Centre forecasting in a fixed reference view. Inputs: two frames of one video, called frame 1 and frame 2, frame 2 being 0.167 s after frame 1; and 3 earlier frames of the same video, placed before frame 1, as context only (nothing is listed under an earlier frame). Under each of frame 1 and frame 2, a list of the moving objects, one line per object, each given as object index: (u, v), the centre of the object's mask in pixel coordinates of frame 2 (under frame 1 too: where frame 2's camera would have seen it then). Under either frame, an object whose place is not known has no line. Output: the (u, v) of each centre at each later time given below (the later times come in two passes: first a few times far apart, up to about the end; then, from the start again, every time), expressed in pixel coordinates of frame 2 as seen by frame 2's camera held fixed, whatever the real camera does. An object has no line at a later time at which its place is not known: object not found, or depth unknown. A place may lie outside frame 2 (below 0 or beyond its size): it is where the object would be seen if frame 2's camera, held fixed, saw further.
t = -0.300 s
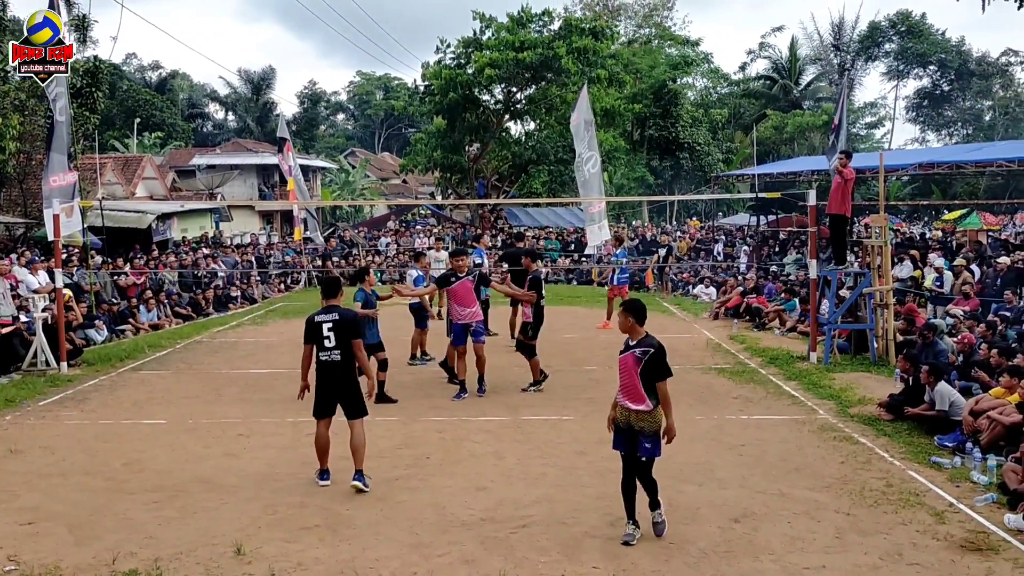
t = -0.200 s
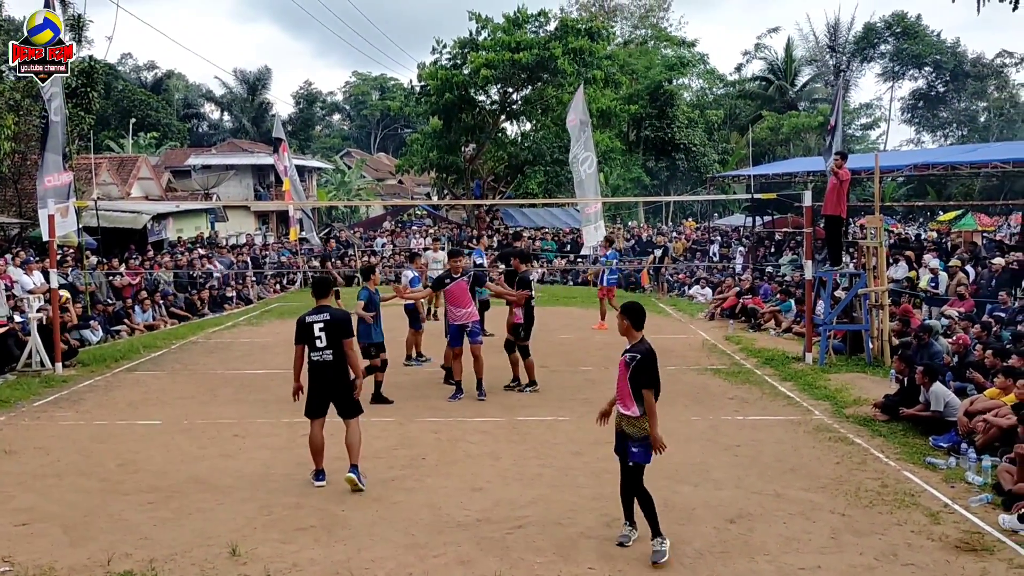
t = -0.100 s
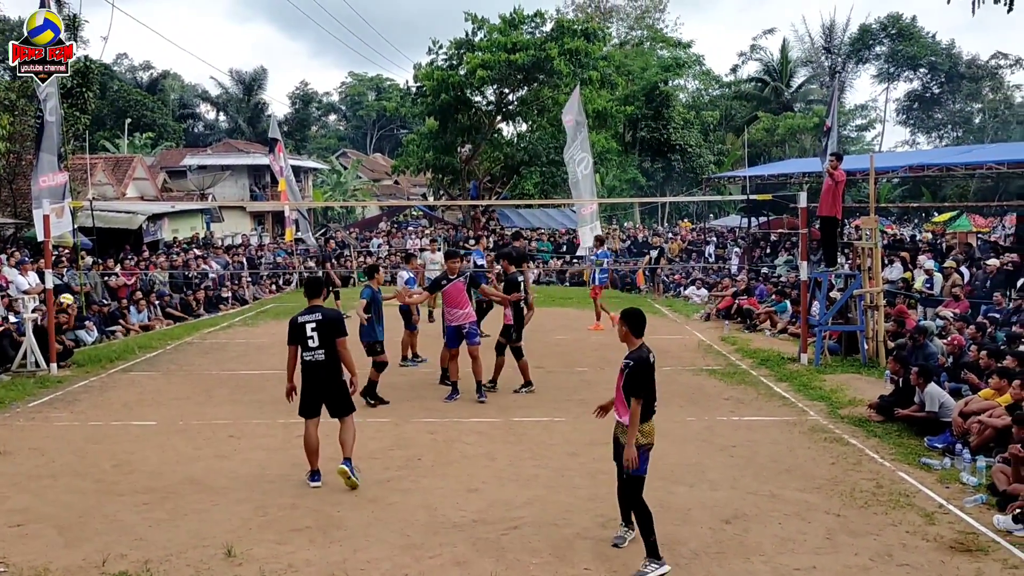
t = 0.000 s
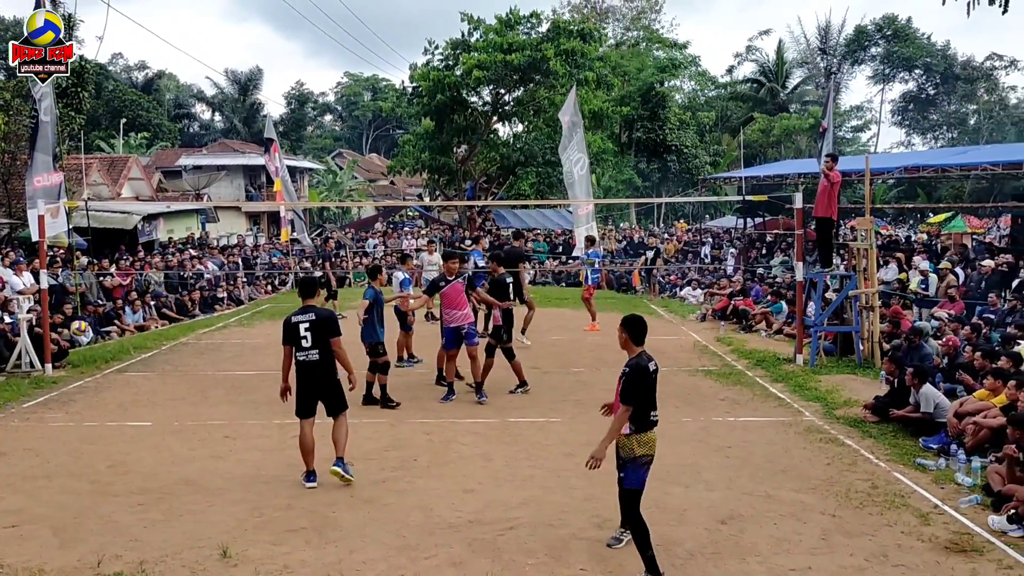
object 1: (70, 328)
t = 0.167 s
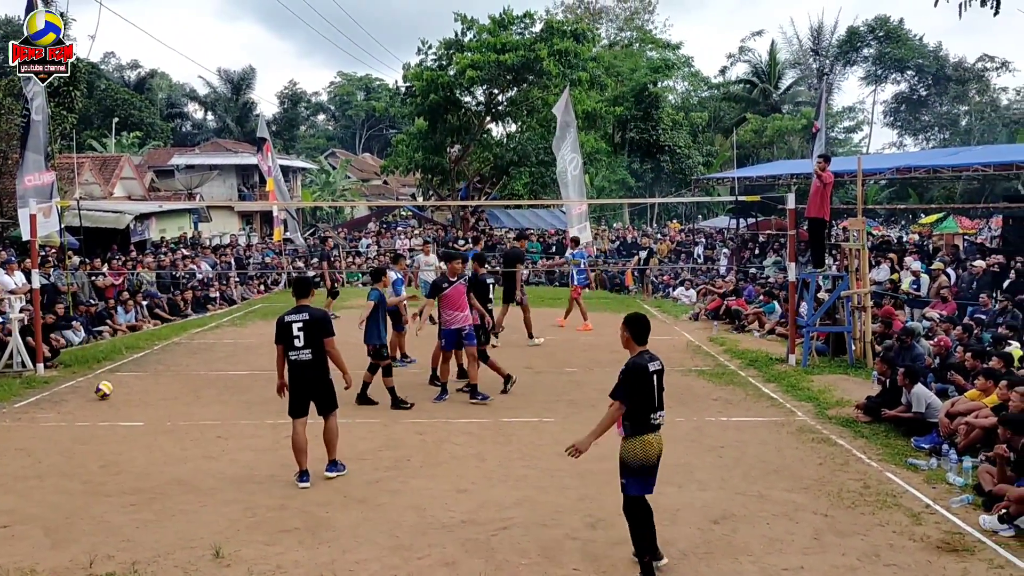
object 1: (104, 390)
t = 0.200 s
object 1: (105, 381)
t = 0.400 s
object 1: (121, 354)
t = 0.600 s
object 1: (140, 360)
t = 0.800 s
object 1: (164, 409)
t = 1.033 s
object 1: (193, 435)
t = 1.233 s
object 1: (222, 439)
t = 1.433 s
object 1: (260, 500)
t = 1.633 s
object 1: (307, 531)
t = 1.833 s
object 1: (370, 548)
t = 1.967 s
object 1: (421, 600)
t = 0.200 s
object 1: (105, 381)
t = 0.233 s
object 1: (107, 375)
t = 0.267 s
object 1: (110, 369)
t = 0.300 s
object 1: (112, 364)
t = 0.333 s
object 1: (115, 360)
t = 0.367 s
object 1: (118, 356)
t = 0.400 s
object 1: (121, 354)
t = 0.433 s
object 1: (123, 352)
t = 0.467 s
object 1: (127, 352)
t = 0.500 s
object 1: (130, 353)
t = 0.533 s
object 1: (132, 354)
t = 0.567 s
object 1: (136, 357)
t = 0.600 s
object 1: (140, 360)
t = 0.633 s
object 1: (143, 365)
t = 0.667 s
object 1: (147, 372)
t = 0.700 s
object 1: (151, 379)
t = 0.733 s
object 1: (155, 388)
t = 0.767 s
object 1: (159, 398)
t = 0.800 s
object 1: (164, 409)
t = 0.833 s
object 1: (168, 422)
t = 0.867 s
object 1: (172, 435)
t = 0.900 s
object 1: (177, 452)
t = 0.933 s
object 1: (181, 449)
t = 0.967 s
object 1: (185, 444)
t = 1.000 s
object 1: (188, 439)
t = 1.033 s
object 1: (193, 435)
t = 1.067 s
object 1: (197, 432)
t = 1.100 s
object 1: (201, 431)
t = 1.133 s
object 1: (206, 431)
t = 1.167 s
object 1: (212, 432)
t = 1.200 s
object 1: (216, 434)
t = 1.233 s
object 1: (222, 439)
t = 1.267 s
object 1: (228, 444)
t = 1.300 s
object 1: (233, 452)
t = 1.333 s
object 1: (240, 461)
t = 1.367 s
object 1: (246, 472)
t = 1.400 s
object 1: (253, 485)
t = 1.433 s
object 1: (260, 500)
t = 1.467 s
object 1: (267, 517)
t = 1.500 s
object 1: (274, 536)
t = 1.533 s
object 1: (282, 546)
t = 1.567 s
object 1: (290, 540)
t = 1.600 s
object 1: (299, 534)
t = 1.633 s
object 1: (307, 531)
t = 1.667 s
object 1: (316, 529)
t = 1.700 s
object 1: (326, 529)
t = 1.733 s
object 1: (337, 531)
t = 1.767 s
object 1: (347, 534)
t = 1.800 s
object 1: (358, 541)
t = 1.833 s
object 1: (370, 548)
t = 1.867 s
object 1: (381, 559)
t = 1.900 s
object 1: (394, 571)
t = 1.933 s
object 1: (408, 587)
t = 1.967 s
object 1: (421, 600)
